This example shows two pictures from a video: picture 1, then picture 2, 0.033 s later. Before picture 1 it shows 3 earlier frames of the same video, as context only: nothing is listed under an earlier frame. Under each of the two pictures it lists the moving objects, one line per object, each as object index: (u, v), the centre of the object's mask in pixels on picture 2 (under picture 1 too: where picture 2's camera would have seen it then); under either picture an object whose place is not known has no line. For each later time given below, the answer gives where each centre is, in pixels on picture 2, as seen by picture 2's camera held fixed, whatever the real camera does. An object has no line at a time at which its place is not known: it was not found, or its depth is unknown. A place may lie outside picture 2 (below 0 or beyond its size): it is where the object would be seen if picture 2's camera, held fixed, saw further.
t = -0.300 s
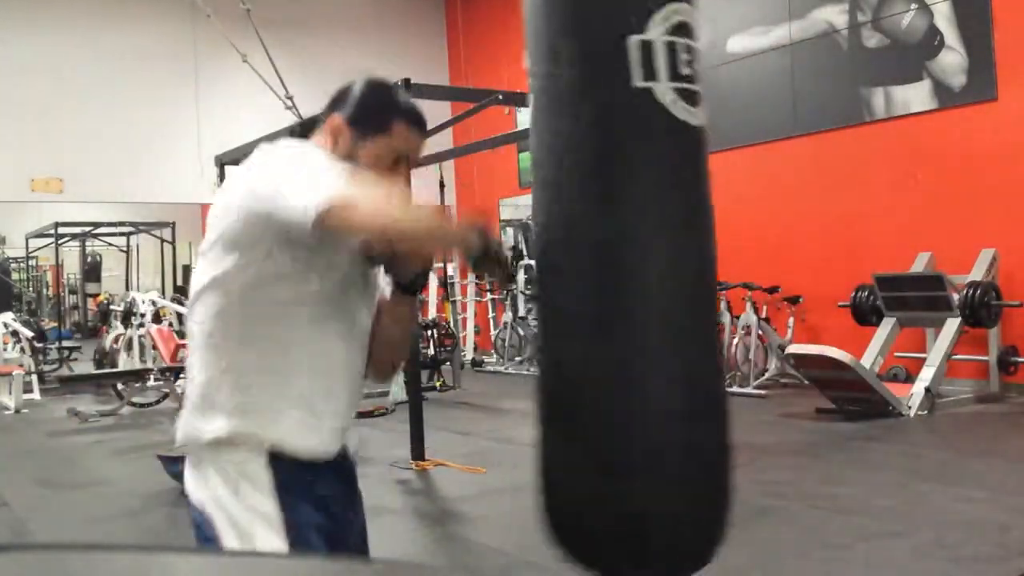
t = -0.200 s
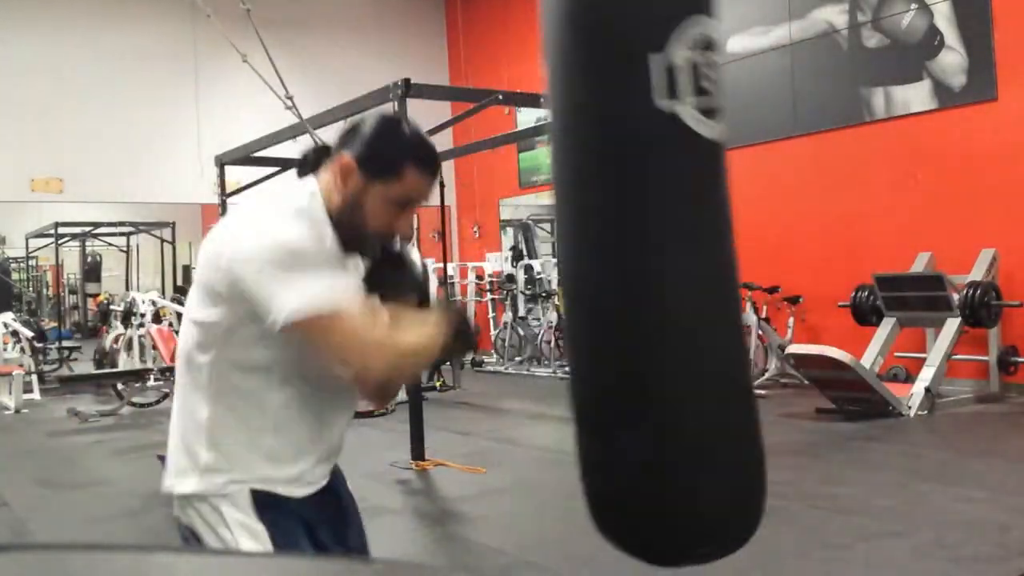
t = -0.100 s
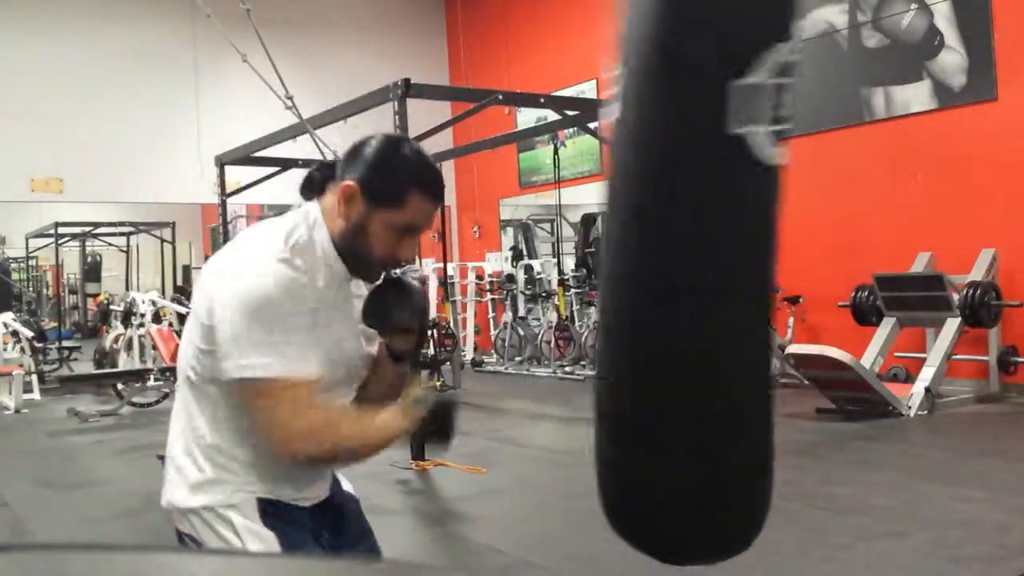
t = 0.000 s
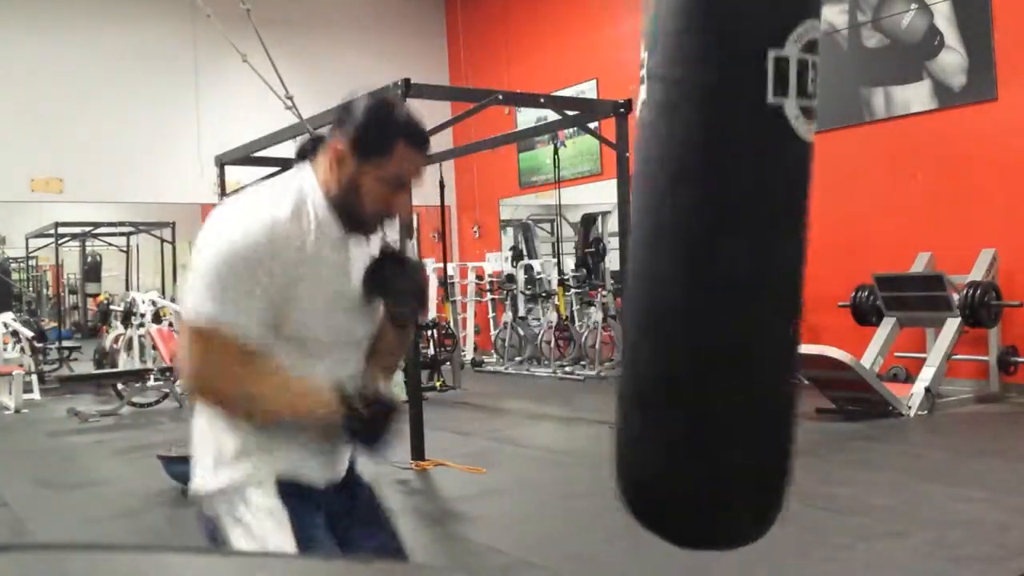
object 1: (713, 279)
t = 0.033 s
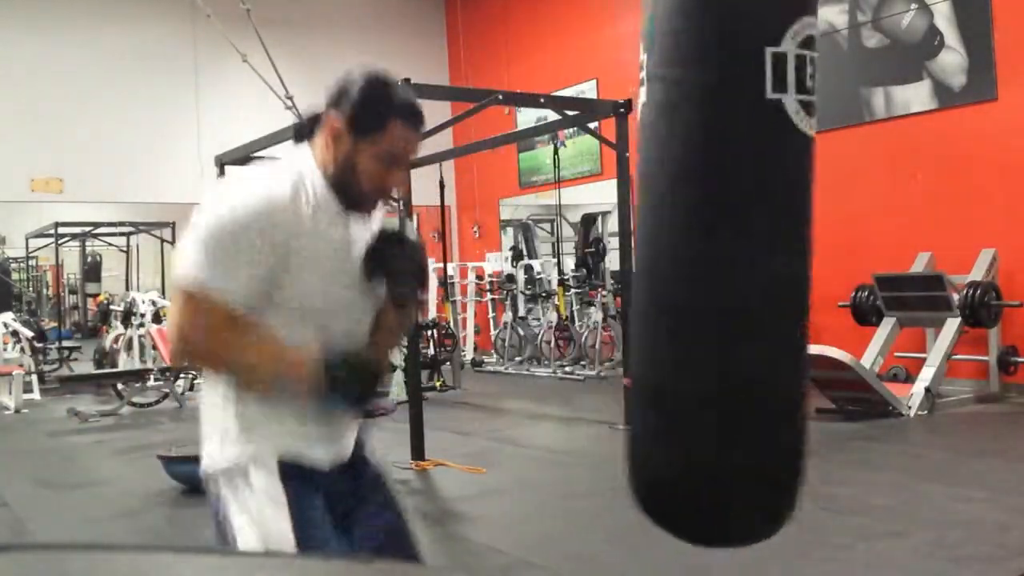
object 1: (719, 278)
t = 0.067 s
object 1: (726, 276)
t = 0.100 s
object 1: (730, 279)
